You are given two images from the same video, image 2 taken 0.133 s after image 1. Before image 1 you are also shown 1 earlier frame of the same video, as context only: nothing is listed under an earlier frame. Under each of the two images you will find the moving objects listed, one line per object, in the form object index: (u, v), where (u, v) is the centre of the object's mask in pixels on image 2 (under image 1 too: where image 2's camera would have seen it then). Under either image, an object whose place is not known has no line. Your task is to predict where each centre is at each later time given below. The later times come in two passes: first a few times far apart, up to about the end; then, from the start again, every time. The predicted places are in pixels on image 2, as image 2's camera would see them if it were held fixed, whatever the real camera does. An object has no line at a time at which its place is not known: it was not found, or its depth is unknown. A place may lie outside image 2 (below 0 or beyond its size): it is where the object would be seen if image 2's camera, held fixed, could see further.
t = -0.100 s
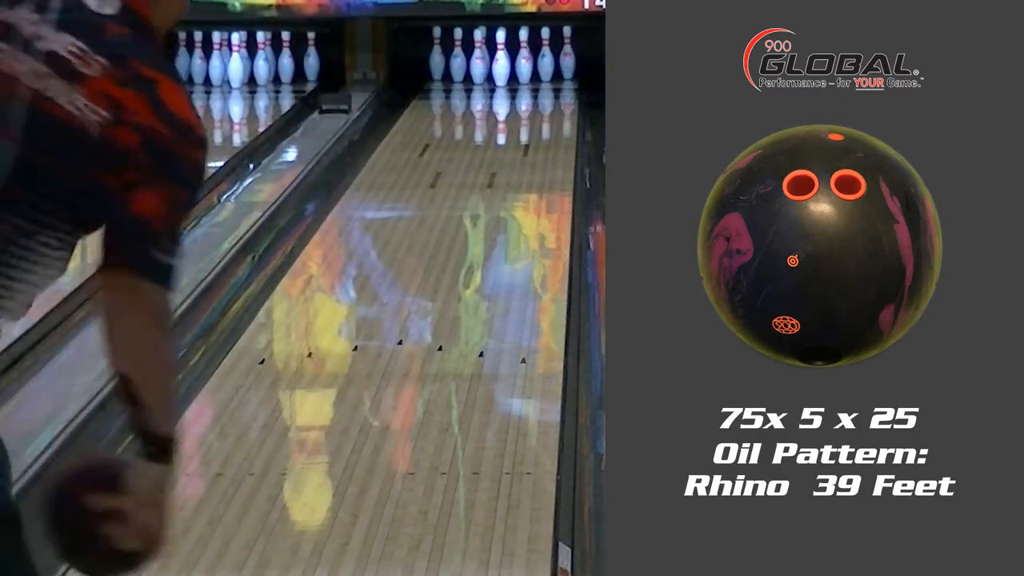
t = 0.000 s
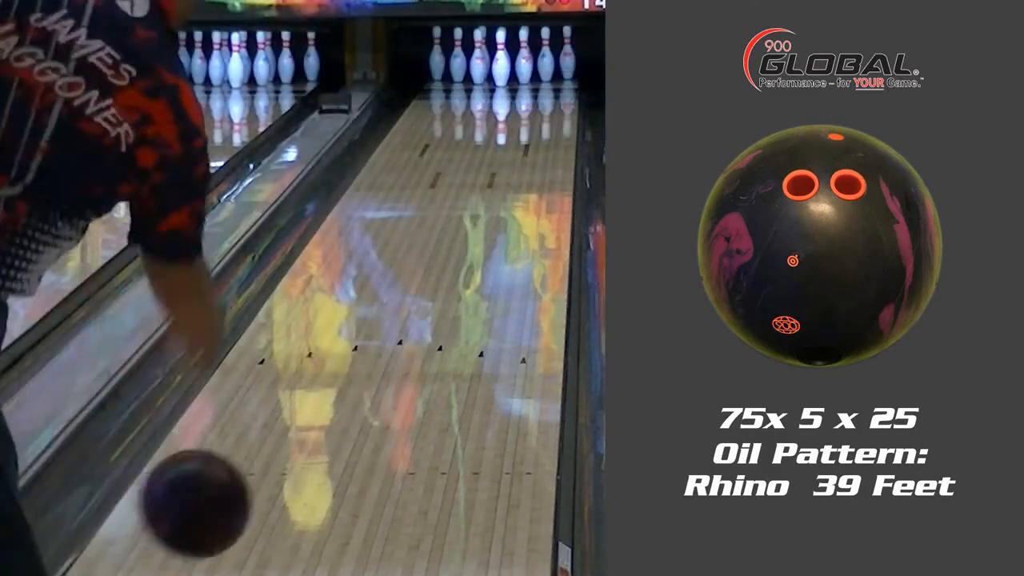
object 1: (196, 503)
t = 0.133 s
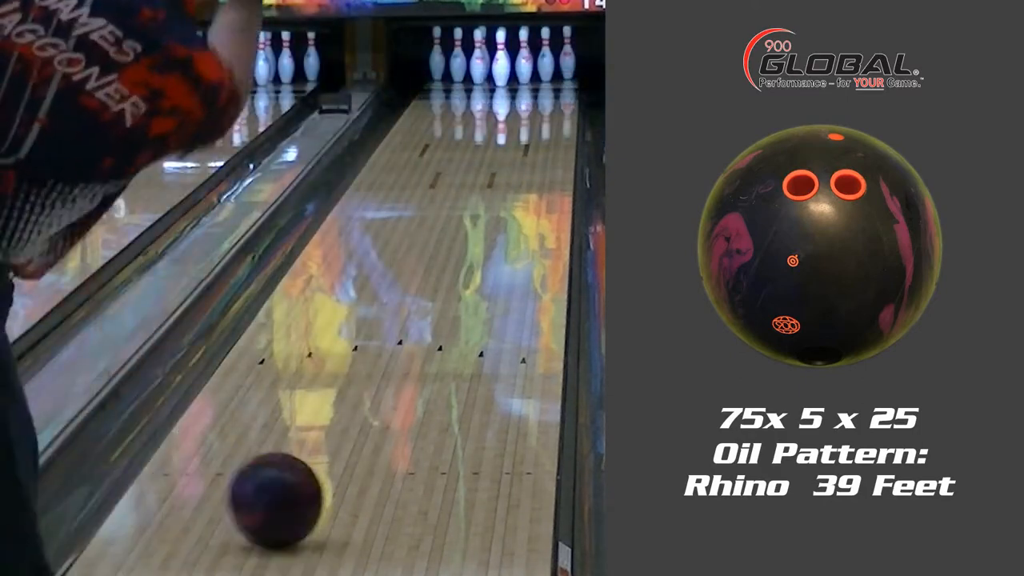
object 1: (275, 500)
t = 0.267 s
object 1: (335, 428)
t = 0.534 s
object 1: (418, 322)
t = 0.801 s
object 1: (471, 248)
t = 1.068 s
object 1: (507, 195)
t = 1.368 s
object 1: (534, 151)
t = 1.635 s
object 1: (544, 121)
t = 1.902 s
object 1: (541, 98)
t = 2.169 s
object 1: (527, 79)
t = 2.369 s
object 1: (521, 68)
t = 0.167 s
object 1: (292, 479)
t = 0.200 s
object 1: (307, 461)
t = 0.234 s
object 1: (321, 445)
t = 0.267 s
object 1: (335, 428)
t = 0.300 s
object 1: (348, 412)
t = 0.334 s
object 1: (359, 397)
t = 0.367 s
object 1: (370, 382)
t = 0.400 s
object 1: (381, 369)
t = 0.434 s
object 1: (391, 357)
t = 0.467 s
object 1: (400, 344)
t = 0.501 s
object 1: (409, 333)
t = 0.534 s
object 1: (418, 322)
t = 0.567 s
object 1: (426, 311)
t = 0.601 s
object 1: (433, 301)
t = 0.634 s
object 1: (440, 291)
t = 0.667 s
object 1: (447, 282)
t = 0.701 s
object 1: (454, 273)
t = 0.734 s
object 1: (459, 264)
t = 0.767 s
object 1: (465, 256)
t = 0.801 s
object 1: (471, 248)
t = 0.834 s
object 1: (477, 241)
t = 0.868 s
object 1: (482, 233)
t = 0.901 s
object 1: (486, 226)
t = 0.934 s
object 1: (491, 220)
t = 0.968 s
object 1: (496, 213)
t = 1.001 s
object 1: (500, 207)
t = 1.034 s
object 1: (504, 201)
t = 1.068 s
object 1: (507, 195)
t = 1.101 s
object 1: (511, 189)
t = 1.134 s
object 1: (514, 184)
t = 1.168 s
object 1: (517, 179)
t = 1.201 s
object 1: (521, 174)
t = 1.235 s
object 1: (524, 169)
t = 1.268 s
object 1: (526, 164)
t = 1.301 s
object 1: (529, 160)
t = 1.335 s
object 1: (531, 155)
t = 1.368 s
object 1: (534, 151)
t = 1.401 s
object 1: (536, 147)
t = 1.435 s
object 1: (538, 143)
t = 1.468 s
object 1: (539, 139)
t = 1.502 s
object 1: (541, 135)
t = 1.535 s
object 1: (542, 131)
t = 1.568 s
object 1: (543, 127)
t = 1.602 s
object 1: (544, 124)
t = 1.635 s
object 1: (544, 121)
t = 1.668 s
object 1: (544, 118)
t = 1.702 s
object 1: (545, 115)
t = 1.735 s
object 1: (544, 112)
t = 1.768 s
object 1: (544, 109)
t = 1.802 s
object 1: (543, 106)
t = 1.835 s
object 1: (543, 103)
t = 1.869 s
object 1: (542, 100)
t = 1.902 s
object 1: (541, 98)
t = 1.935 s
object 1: (540, 95)
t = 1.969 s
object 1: (538, 93)
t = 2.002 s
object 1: (537, 90)
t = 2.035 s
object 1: (536, 88)
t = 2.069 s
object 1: (533, 85)
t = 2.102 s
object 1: (532, 83)
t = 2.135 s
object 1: (529, 81)
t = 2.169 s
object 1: (527, 79)
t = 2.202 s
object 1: (525, 79)
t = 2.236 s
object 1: (523, 76)
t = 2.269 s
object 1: (520, 74)
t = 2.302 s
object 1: (517, 72)
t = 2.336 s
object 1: (519, 70)
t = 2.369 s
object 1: (521, 68)
